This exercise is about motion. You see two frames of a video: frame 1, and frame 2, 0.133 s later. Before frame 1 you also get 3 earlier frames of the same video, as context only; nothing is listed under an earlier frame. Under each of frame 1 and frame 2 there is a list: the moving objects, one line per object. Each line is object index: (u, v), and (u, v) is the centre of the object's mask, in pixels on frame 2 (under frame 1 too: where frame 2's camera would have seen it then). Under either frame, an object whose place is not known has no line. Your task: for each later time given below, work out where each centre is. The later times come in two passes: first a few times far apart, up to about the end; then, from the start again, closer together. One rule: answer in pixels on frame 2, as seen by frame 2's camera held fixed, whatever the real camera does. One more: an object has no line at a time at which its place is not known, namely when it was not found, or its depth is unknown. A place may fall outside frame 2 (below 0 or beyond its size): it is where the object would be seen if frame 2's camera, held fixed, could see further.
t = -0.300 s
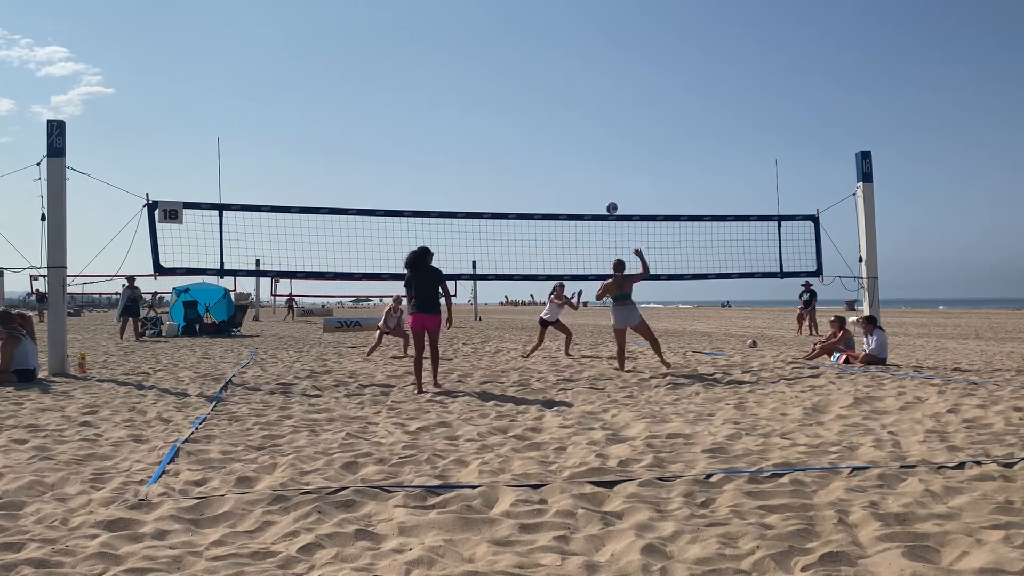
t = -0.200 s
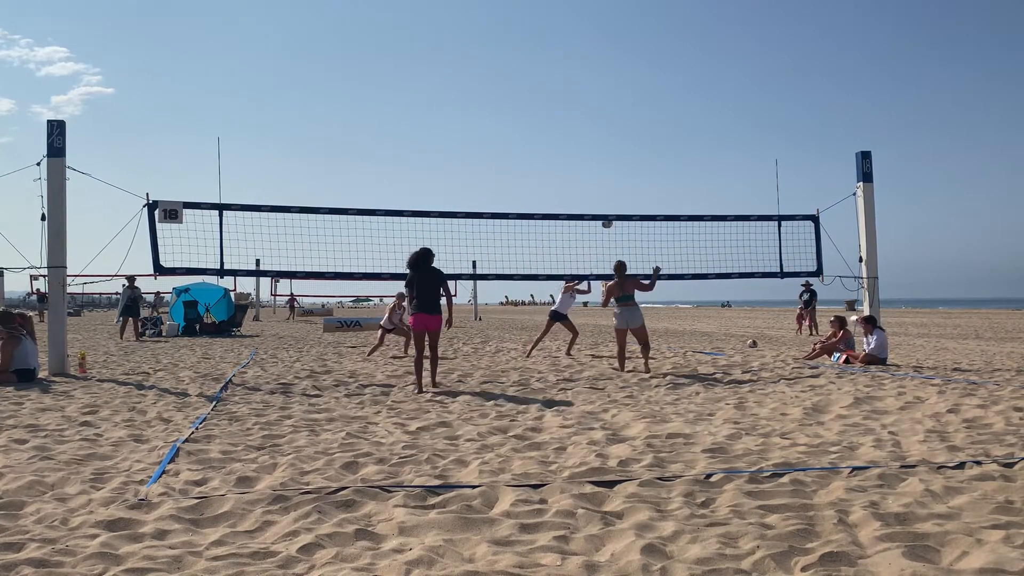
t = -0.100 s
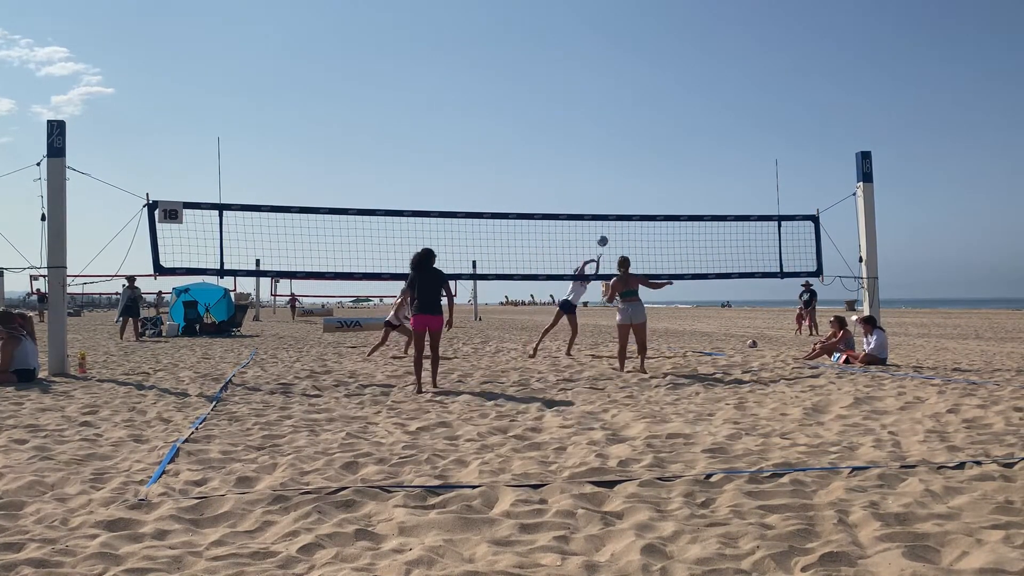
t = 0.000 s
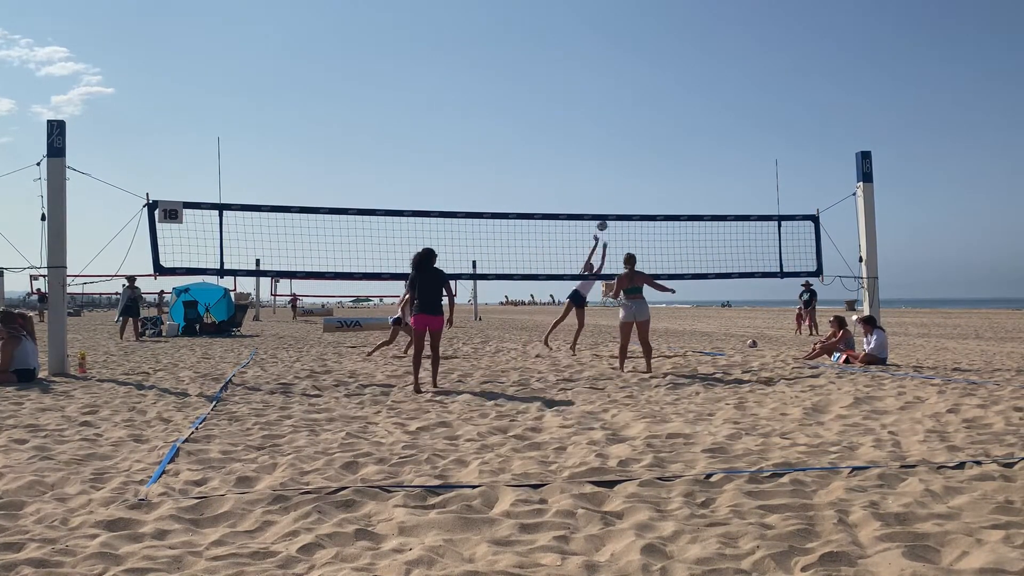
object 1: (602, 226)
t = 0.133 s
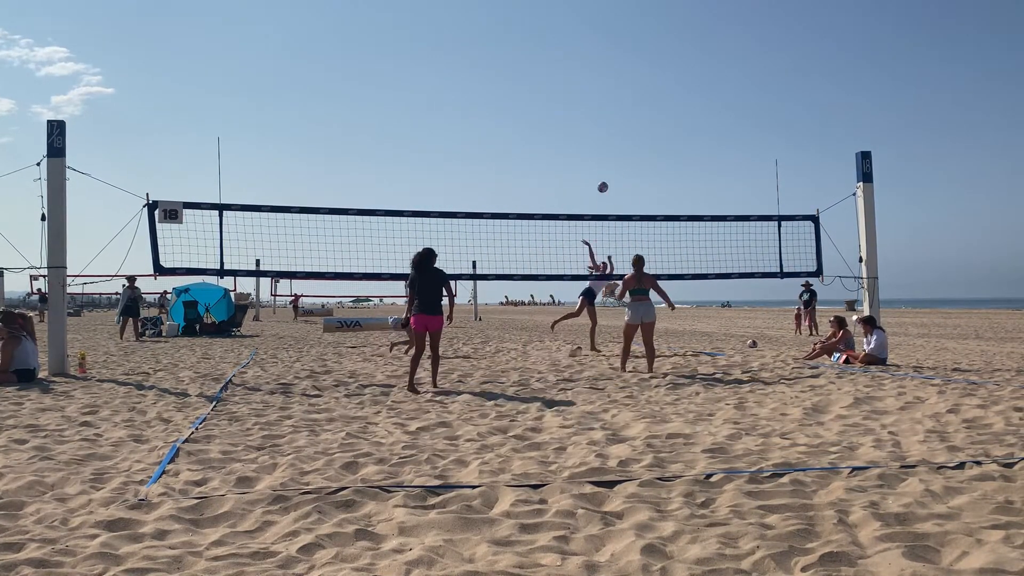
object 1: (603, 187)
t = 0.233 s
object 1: (602, 164)
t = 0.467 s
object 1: (601, 129)
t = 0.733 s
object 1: (600, 122)
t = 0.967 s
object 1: (599, 147)
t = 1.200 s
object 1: (597, 200)
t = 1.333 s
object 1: (595, 243)
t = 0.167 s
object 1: (603, 179)
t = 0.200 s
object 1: (603, 171)
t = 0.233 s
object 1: (602, 164)
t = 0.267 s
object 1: (602, 157)
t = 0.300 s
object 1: (602, 151)
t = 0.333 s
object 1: (602, 145)
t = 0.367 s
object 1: (602, 140)
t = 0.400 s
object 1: (602, 135)
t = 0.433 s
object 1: (602, 132)
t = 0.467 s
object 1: (601, 129)
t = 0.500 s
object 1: (601, 126)
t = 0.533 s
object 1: (601, 123)
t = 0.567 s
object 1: (601, 122)
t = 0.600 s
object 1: (601, 121)
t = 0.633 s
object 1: (601, 120)
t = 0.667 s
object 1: (600, 120)
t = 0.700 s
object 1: (600, 121)
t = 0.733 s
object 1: (600, 122)
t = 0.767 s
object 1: (600, 124)
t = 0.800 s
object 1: (600, 126)
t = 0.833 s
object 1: (600, 129)
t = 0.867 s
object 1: (600, 133)
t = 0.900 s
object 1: (599, 137)
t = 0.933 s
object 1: (599, 142)
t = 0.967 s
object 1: (599, 147)
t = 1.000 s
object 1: (599, 153)
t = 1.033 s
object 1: (598, 160)
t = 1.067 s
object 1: (598, 167)
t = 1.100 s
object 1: (598, 174)
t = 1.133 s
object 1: (598, 182)
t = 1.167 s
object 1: (597, 191)
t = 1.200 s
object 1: (597, 200)
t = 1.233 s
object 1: (597, 209)
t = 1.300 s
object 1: (596, 231)
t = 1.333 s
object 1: (595, 243)
